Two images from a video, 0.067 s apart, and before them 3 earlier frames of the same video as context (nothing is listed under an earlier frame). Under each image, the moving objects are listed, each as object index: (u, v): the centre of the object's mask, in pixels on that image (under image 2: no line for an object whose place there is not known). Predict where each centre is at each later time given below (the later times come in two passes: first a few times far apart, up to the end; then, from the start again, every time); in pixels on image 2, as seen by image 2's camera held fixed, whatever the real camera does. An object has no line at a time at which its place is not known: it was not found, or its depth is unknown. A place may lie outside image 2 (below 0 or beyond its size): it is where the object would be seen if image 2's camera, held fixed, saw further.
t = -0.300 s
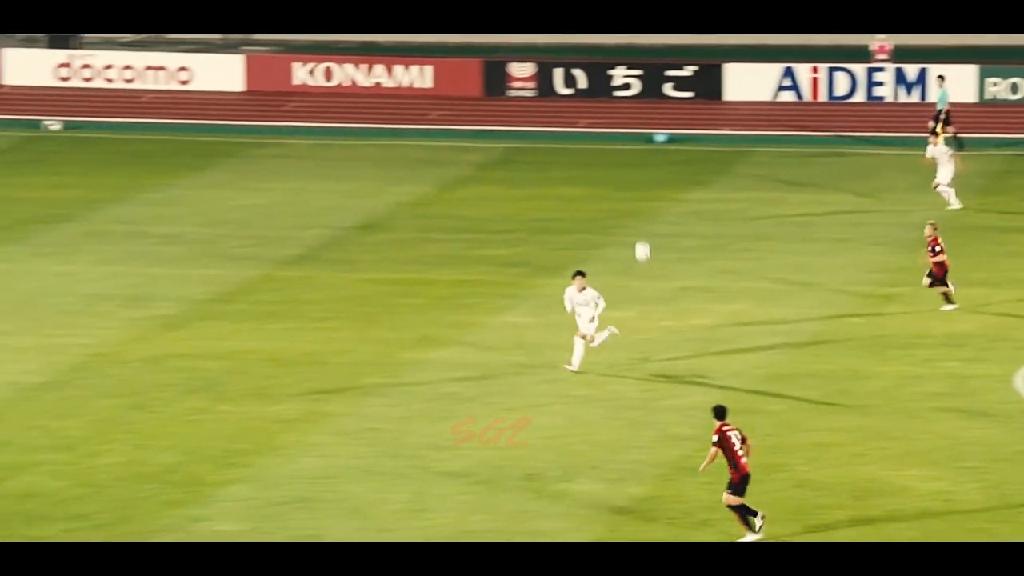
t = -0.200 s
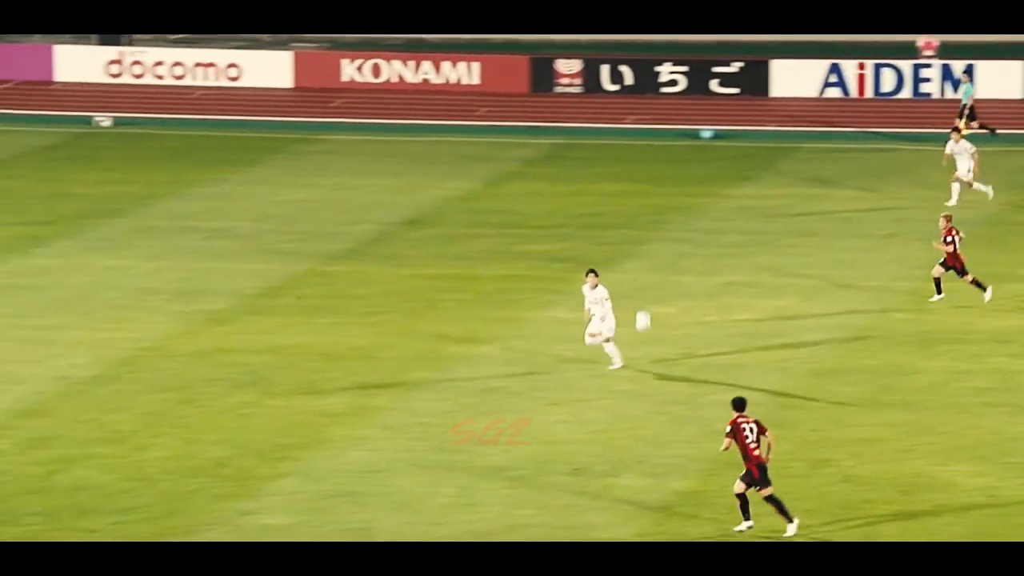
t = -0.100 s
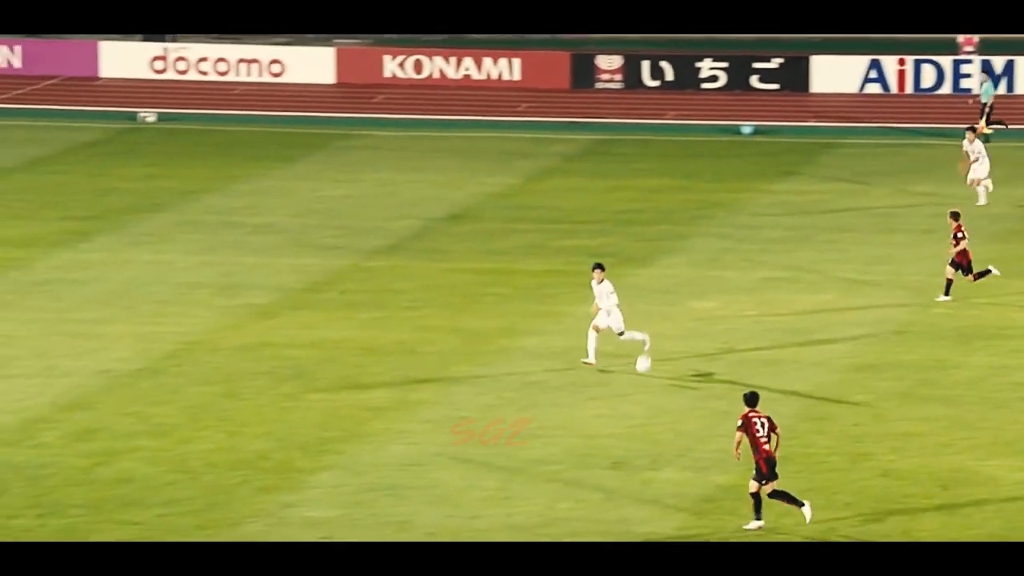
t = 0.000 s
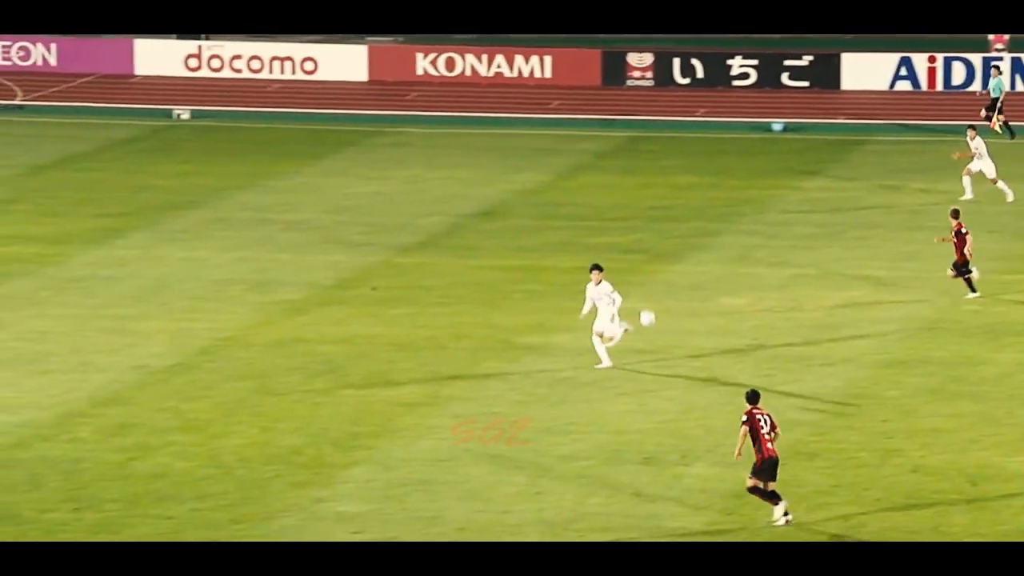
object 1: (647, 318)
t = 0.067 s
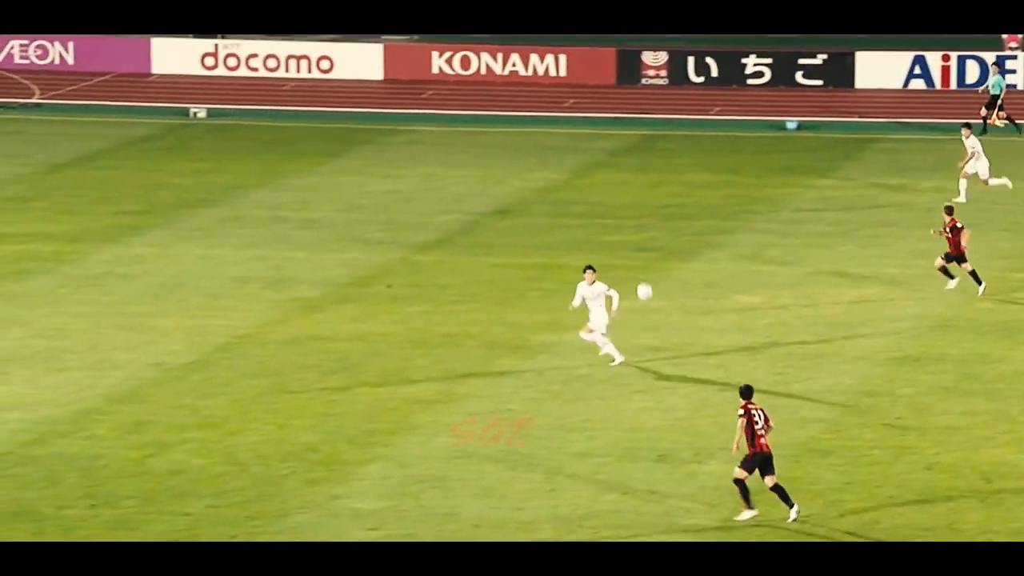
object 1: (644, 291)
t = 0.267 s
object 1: (593, 238)
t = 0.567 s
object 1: (521, 209)
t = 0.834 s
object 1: (459, 237)
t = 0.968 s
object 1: (429, 271)
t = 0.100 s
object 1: (636, 281)
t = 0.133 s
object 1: (627, 270)
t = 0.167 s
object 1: (618, 261)
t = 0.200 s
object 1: (610, 253)
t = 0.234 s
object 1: (602, 245)
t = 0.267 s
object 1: (593, 238)
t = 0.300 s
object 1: (586, 232)
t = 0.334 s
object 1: (577, 226)
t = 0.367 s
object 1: (569, 221)
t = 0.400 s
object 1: (561, 217)
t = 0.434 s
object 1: (553, 214)
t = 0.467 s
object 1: (545, 212)
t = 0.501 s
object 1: (537, 211)
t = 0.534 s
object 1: (529, 210)
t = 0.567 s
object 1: (521, 209)
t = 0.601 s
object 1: (514, 210)
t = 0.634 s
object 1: (506, 211)
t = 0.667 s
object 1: (498, 214)
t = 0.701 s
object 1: (490, 217)
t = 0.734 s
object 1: (482, 221)
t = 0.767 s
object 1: (474, 226)
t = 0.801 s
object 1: (466, 231)
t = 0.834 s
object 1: (459, 237)
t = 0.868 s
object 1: (451, 244)
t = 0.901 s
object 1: (444, 252)
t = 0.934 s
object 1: (436, 261)
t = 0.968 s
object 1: (429, 271)
